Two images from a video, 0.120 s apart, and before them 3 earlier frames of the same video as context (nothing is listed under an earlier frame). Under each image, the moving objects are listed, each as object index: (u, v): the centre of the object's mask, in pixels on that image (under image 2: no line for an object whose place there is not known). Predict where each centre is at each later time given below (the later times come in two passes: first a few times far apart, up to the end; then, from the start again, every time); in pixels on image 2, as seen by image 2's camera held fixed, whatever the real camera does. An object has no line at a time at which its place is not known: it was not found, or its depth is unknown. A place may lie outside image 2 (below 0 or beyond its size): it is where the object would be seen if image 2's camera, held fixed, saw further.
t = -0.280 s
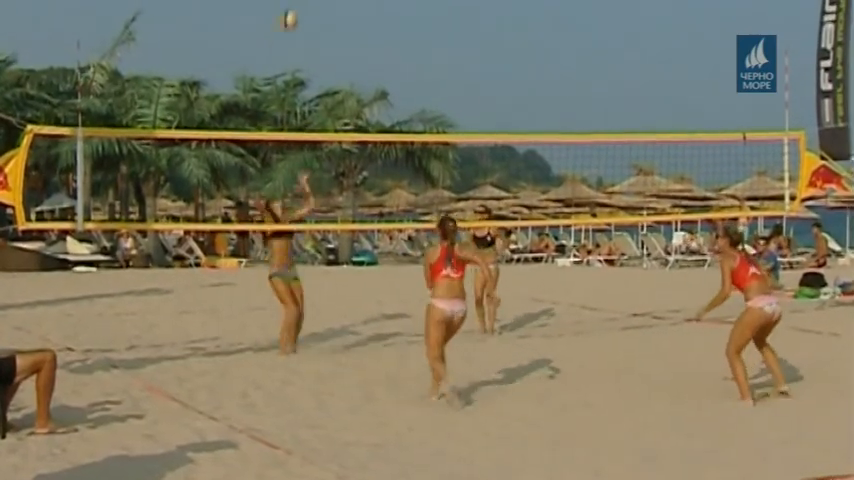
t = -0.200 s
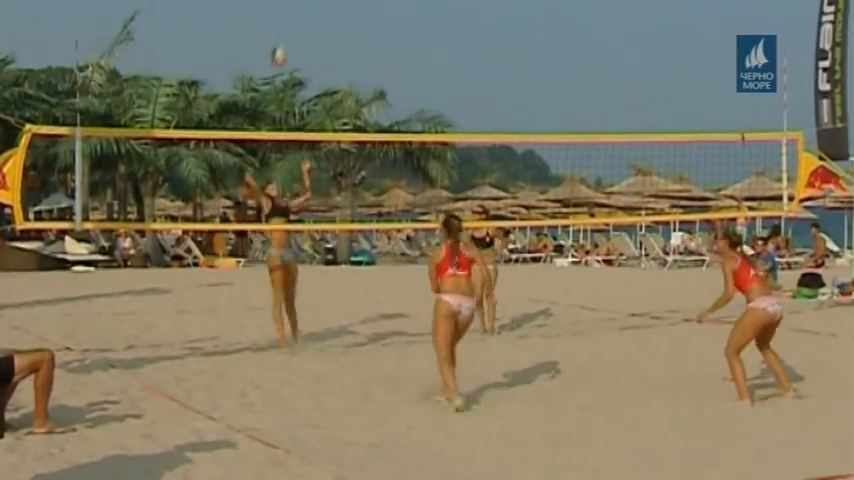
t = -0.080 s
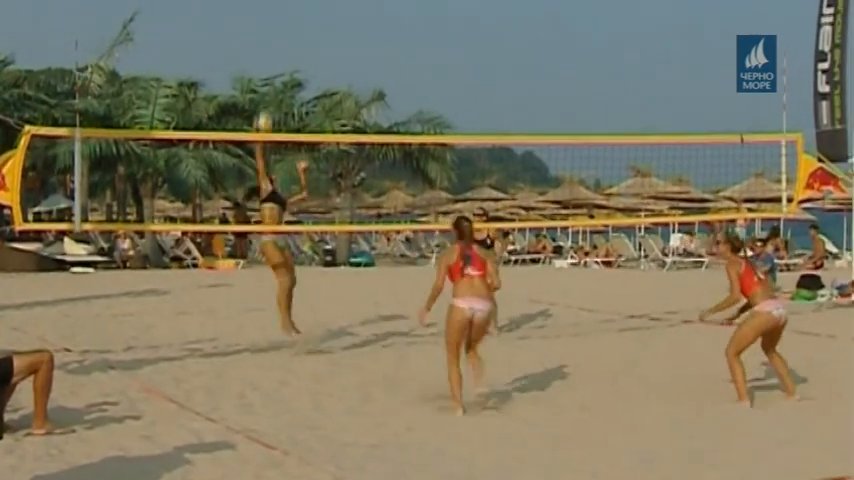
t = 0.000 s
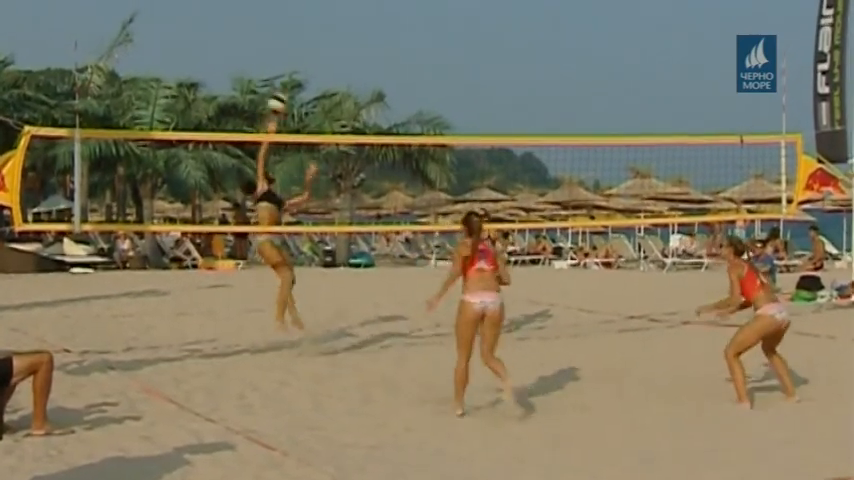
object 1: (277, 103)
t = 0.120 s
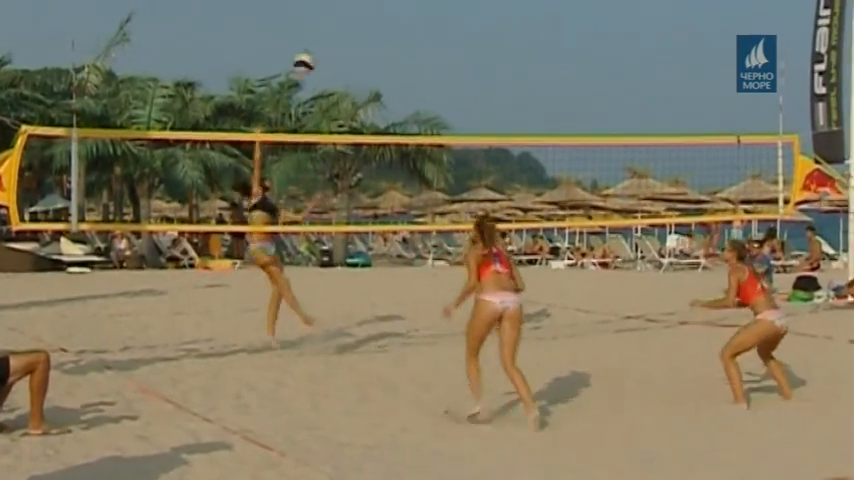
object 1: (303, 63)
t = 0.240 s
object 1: (335, 36)
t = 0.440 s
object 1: (390, 23)
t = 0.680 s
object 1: (469, 72)
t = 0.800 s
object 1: (511, 125)
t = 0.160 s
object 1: (313, 52)
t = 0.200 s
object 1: (324, 43)
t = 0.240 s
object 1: (335, 36)
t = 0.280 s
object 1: (345, 30)
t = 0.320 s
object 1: (356, 25)
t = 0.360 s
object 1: (368, 22)
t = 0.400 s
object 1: (379, 22)
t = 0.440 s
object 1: (390, 23)
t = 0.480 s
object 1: (403, 24)
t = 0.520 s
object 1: (416, 31)
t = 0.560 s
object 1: (427, 36)
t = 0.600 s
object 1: (441, 45)
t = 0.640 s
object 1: (455, 57)
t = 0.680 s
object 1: (469, 72)
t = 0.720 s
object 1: (482, 89)
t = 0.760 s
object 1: (496, 106)
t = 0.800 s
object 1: (511, 125)
